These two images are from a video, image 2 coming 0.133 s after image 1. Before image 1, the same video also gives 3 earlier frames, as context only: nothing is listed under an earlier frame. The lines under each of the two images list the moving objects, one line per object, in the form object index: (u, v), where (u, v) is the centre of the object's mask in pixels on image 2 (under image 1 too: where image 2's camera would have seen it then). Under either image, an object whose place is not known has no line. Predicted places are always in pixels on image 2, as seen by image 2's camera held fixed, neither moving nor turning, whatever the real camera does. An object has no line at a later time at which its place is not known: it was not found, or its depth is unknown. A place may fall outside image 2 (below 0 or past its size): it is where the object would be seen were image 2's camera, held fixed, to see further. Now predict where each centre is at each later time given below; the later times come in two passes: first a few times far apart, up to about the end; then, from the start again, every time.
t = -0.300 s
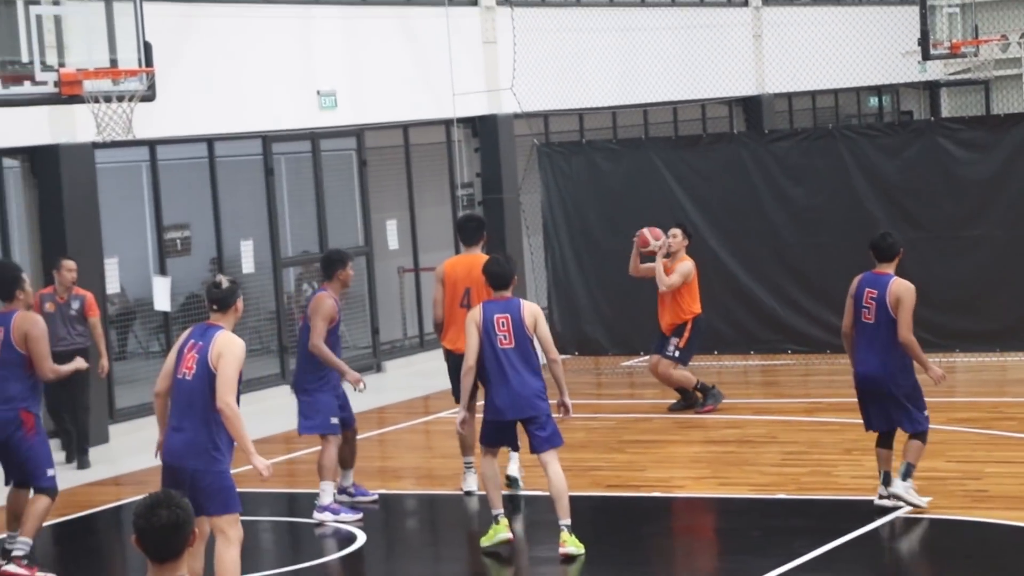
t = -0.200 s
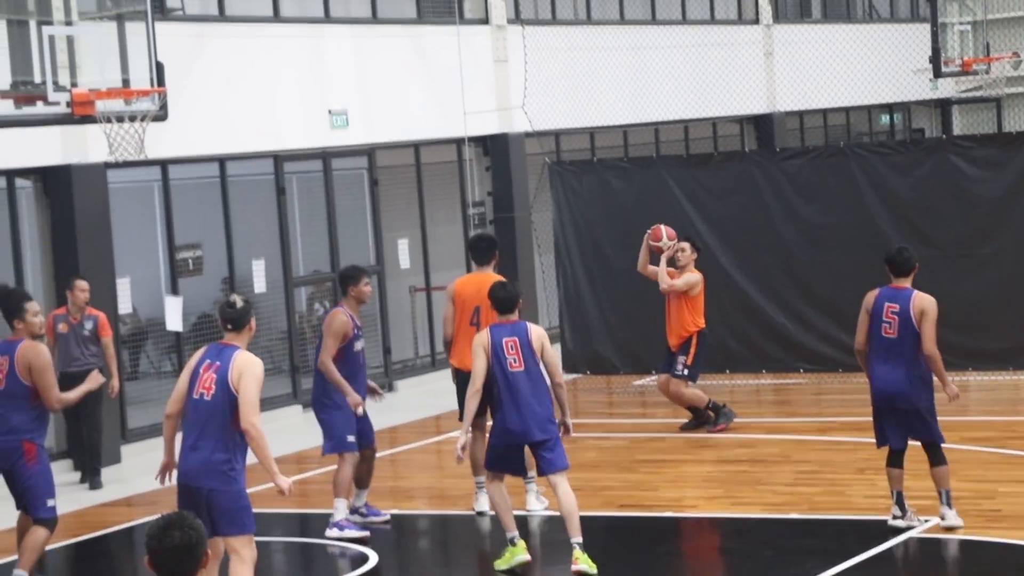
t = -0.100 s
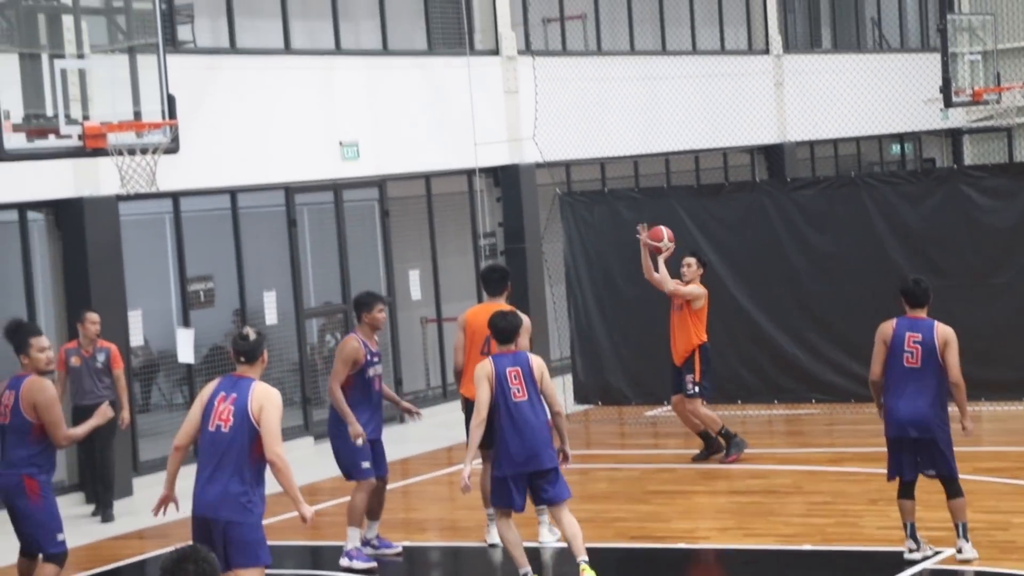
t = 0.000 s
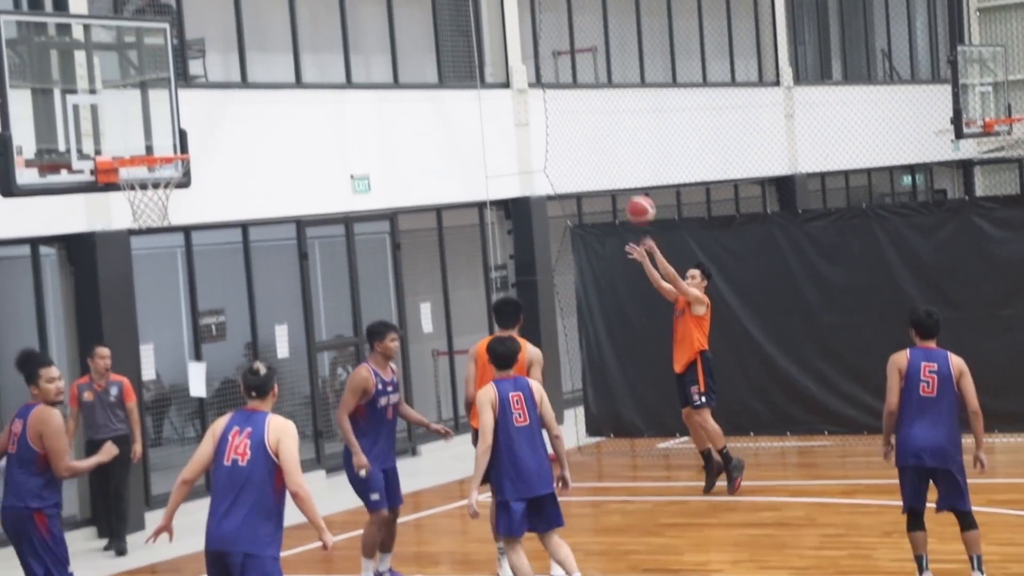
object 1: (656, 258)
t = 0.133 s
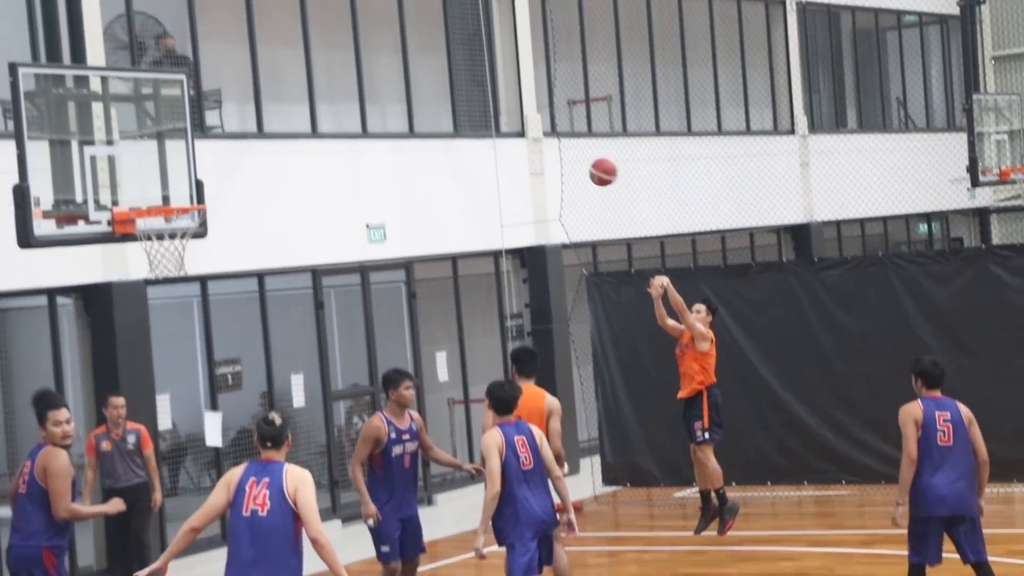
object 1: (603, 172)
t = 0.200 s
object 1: (577, 134)
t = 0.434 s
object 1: (485, 38)
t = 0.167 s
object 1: (590, 152)
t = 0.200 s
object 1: (577, 134)
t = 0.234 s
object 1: (563, 118)
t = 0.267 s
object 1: (551, 102)
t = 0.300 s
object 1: (539, 87)
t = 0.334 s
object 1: (525, 73)
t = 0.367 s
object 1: (511, 60)
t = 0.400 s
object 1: (499, 49)
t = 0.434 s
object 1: (485, 38)
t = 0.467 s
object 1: (472, 29)
